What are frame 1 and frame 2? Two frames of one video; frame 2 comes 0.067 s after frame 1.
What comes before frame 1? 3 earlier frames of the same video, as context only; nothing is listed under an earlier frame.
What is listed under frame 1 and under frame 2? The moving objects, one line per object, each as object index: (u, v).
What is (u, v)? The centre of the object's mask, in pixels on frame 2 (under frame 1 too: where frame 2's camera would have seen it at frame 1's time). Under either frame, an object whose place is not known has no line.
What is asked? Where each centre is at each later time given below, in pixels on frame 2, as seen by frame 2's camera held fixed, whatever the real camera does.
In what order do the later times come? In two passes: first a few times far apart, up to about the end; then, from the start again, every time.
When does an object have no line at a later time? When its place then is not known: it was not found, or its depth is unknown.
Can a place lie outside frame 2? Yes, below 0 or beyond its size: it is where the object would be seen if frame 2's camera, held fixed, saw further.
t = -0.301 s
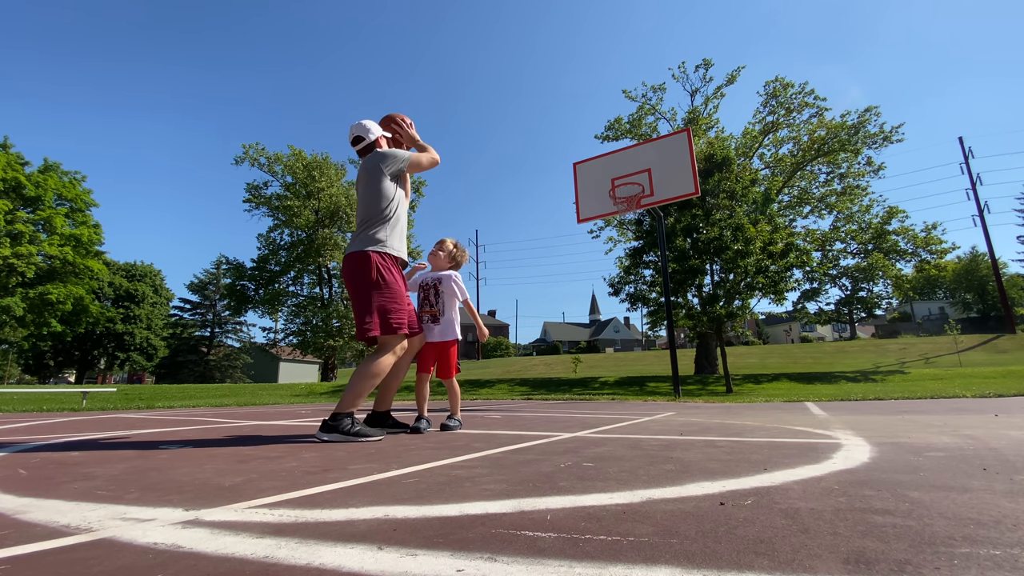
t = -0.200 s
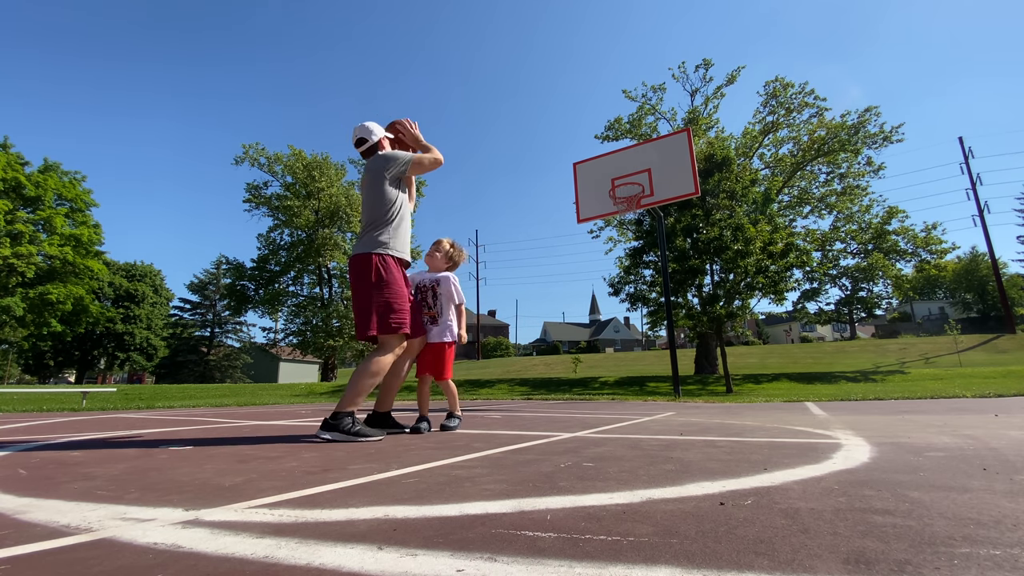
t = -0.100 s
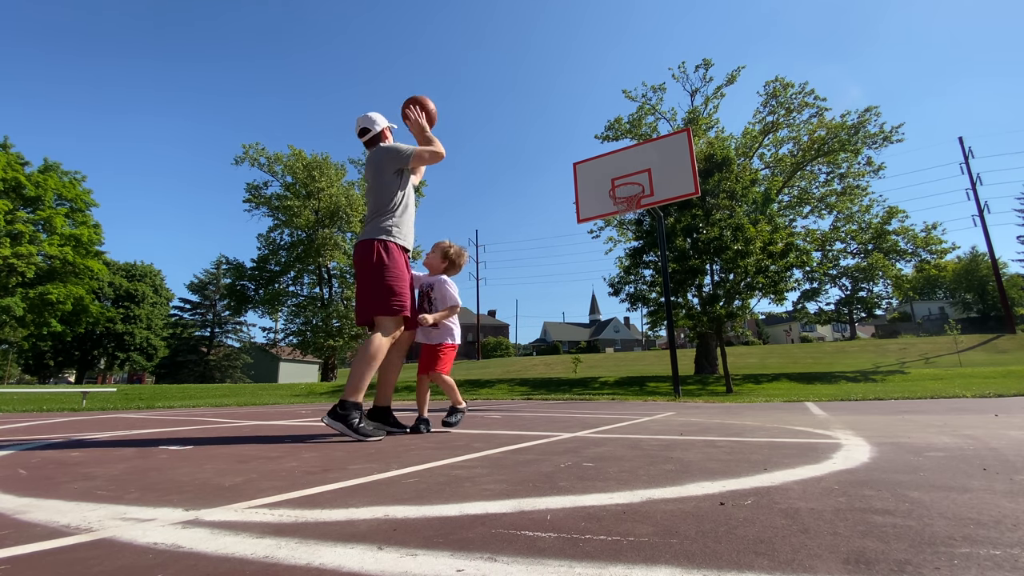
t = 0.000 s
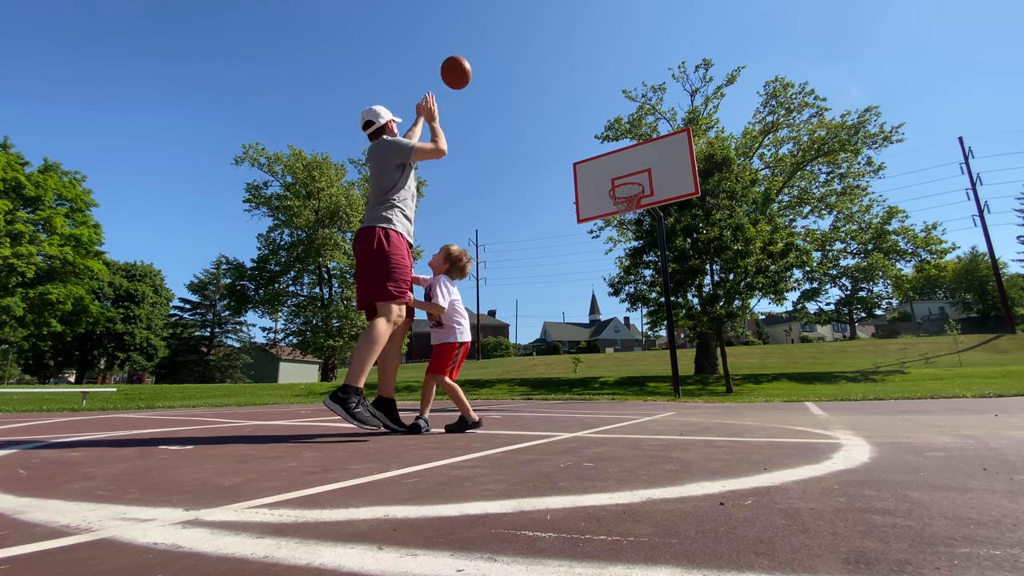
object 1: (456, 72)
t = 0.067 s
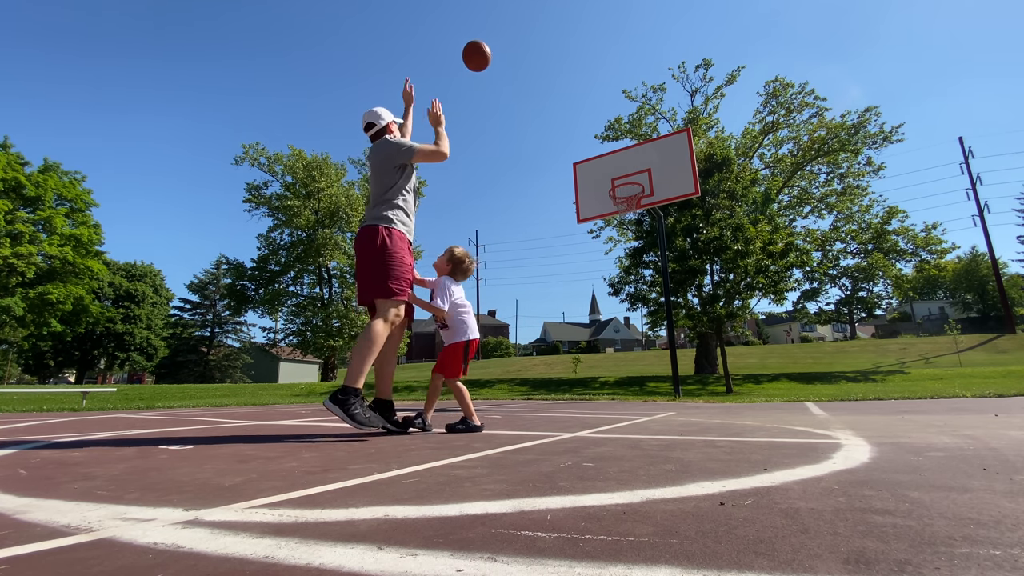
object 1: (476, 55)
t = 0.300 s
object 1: (530, 40)
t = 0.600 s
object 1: (578, 81)
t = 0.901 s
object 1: (616, 163)
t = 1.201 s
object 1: (643, 151)
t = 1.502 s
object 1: (688, 139)
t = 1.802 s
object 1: (797, 249)
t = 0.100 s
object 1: (485, 50)
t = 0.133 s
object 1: (494, 45)
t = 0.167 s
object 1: (502, 43)
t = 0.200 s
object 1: (510, 40)
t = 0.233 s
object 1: (517, 40)
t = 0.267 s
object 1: (524, 39)
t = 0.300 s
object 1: (530, 40)
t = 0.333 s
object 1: (537, 42)
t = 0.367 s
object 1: (542, 45)
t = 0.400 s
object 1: (548, 48)
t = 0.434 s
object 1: (554, 52)
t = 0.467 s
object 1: (559, 57)
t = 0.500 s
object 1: (564, 62)
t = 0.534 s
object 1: (569, 68)
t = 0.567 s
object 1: (574, 74)
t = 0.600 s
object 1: (578, 81)
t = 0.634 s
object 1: (583, 88)
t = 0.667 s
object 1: (587, 96)
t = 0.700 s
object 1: (592, 104)
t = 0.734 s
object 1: (596, 113)
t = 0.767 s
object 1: (600, 122)
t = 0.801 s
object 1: (604, 132)
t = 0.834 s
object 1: (608, 142)
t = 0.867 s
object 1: (612, 153)
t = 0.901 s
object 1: (616, 163)
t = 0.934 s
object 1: (619, 175)
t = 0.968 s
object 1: (624, 186)
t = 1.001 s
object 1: (626, 187)
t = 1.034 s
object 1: (628, 180)
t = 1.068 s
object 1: (631, 173)
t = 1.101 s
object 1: (633, 167)
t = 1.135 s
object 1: (637, 161)
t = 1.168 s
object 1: (640, 155)
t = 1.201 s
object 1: (643, 151)
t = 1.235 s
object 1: (647, 147)
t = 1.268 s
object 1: (651, 143)
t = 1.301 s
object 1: (655, 140)
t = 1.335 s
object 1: (660, 137)
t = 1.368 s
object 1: (664, 136)
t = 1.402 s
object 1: (670, 135)
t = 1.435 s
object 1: (675, 136)
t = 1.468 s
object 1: (682, 137)
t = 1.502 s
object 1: (688, 139)
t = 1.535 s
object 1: (696, 143)
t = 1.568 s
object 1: (705, 148)
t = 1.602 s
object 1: (714, 156)
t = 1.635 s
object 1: (724, 164)
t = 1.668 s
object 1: (735, 175)
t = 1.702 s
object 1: (748, 188)
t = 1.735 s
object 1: (762, 205)
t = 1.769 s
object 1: (779, 224)
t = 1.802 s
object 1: (797, 249)
